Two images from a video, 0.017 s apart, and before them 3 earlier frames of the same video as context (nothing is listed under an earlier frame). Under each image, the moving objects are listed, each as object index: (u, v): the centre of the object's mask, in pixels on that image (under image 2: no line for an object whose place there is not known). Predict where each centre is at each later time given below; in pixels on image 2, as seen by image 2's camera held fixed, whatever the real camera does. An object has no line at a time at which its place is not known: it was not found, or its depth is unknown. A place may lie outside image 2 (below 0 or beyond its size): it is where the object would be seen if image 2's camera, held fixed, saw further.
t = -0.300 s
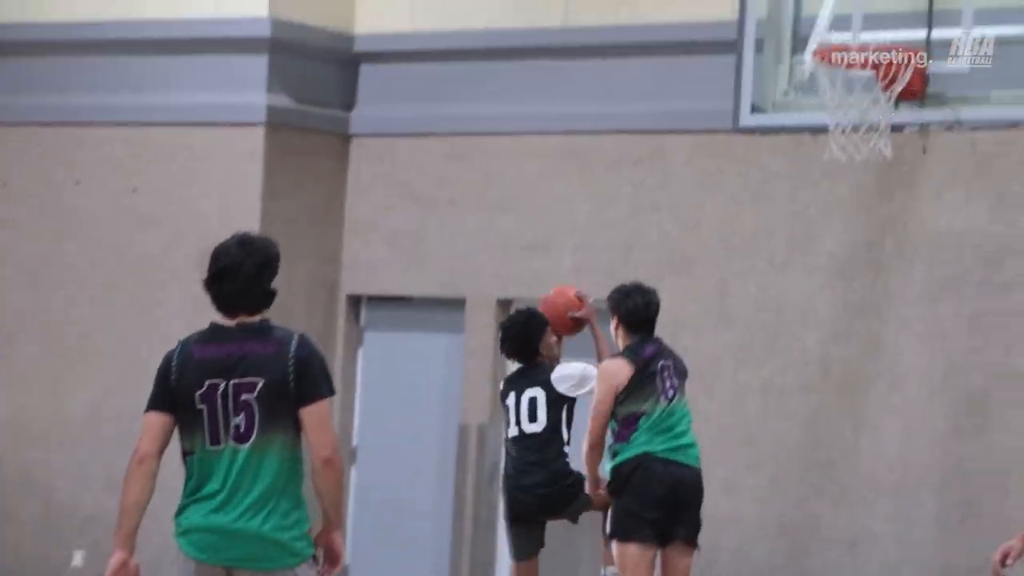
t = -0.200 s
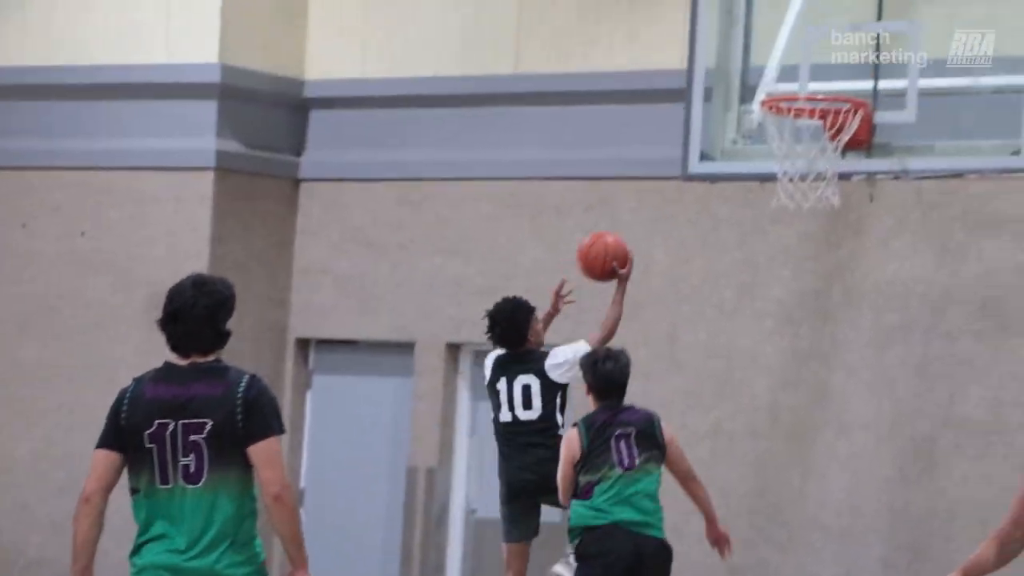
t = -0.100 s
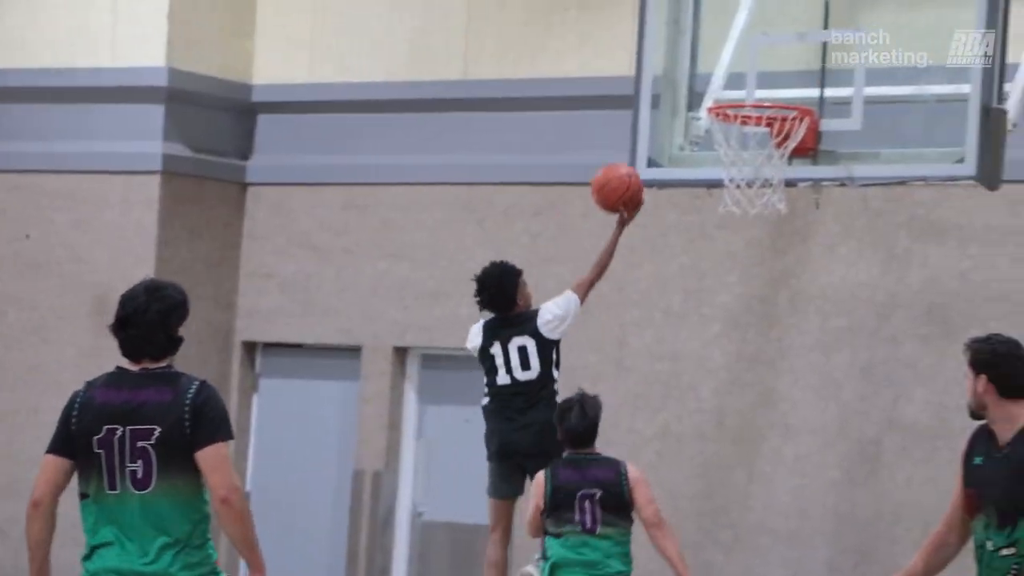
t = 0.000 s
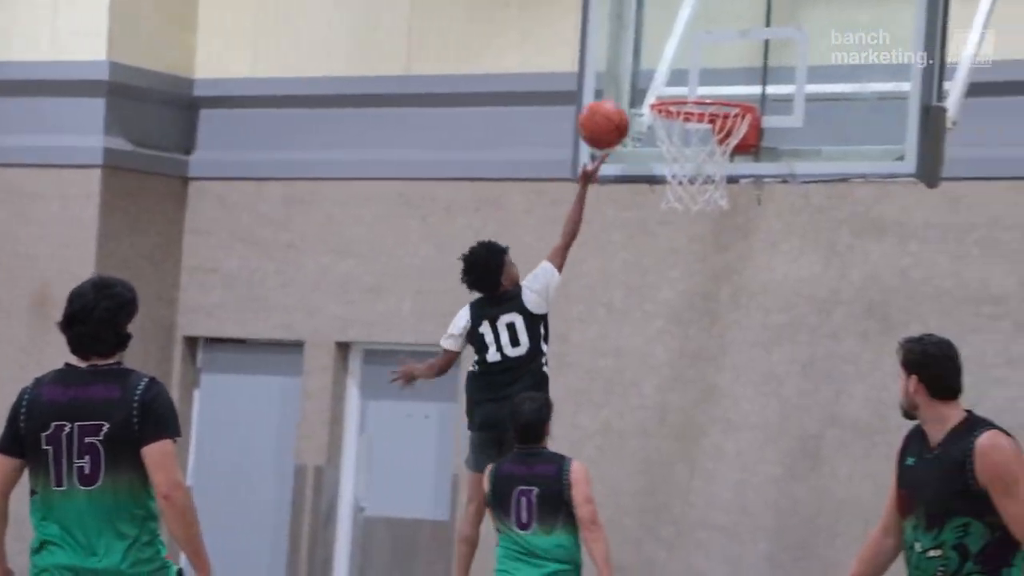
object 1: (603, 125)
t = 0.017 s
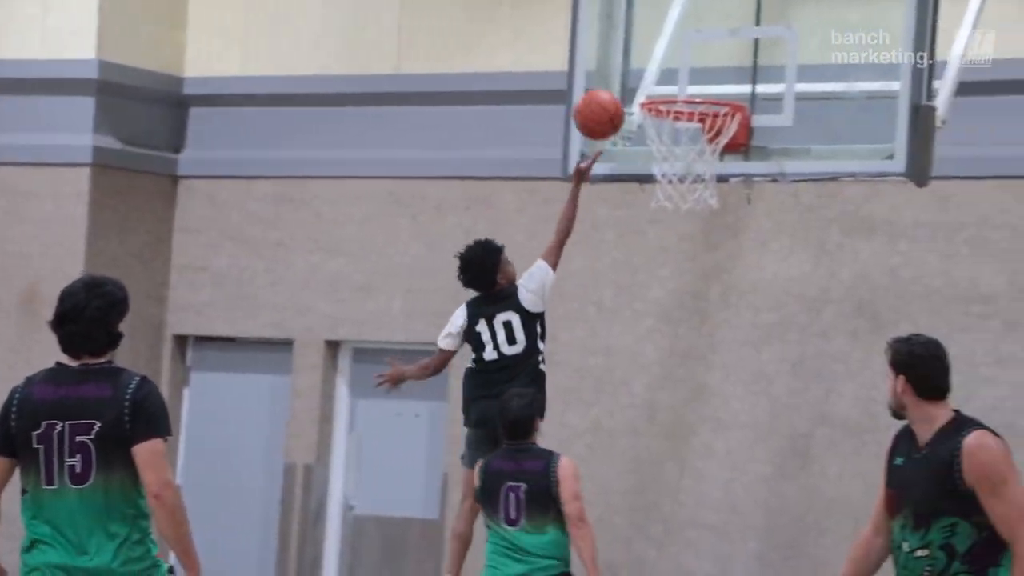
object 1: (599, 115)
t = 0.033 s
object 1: (604, 106)
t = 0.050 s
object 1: (610, 99)
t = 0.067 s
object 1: (616, 92)
